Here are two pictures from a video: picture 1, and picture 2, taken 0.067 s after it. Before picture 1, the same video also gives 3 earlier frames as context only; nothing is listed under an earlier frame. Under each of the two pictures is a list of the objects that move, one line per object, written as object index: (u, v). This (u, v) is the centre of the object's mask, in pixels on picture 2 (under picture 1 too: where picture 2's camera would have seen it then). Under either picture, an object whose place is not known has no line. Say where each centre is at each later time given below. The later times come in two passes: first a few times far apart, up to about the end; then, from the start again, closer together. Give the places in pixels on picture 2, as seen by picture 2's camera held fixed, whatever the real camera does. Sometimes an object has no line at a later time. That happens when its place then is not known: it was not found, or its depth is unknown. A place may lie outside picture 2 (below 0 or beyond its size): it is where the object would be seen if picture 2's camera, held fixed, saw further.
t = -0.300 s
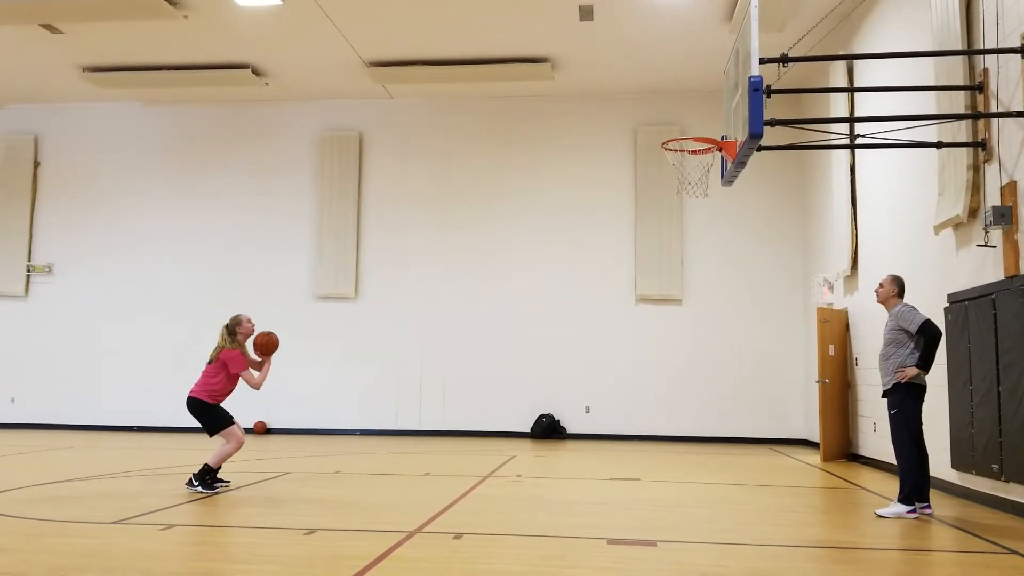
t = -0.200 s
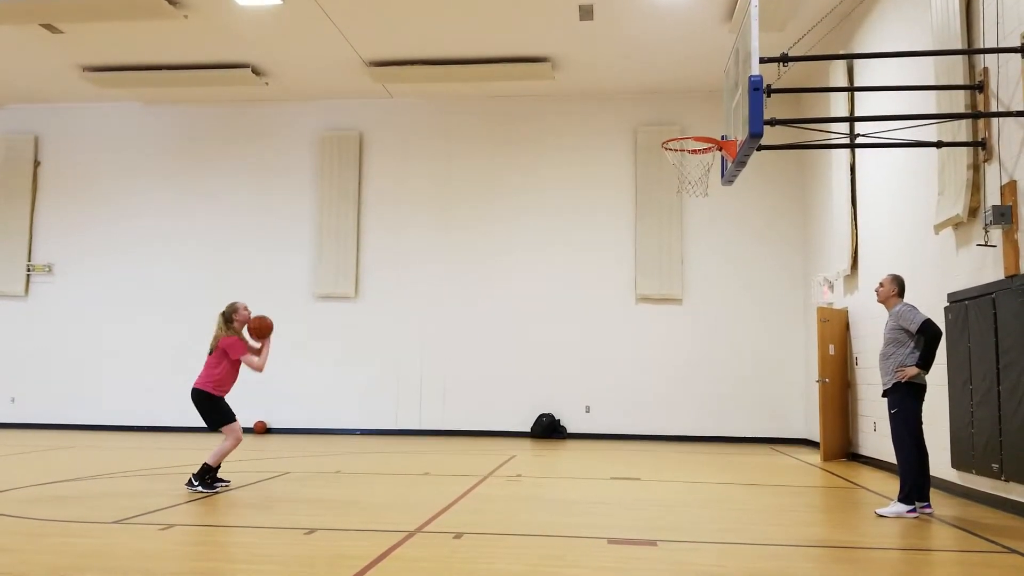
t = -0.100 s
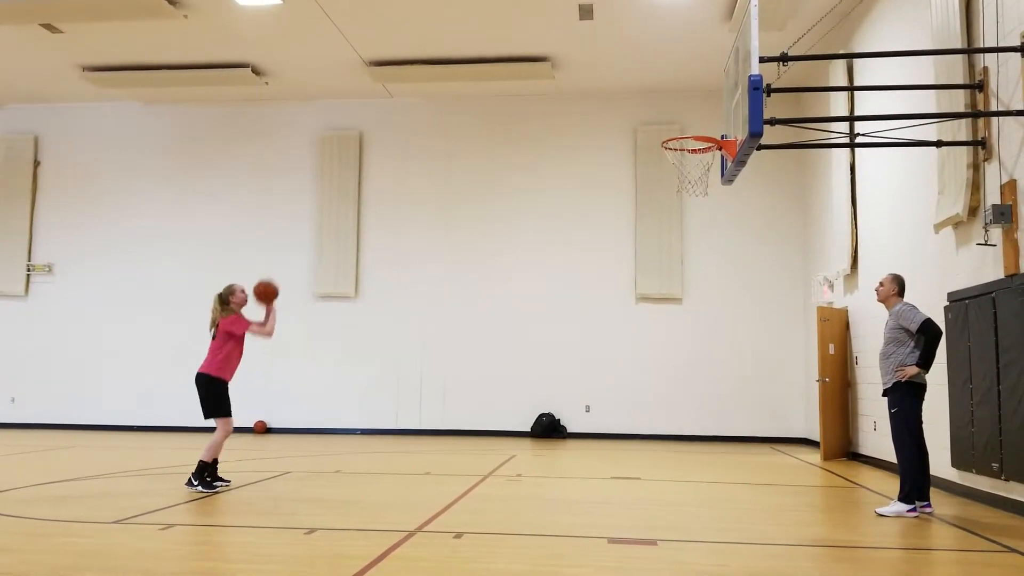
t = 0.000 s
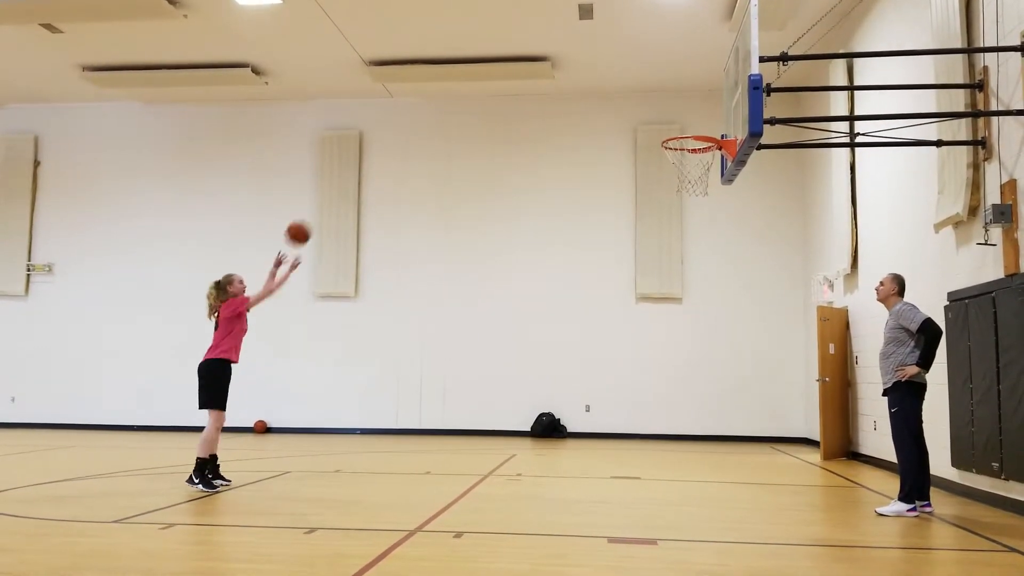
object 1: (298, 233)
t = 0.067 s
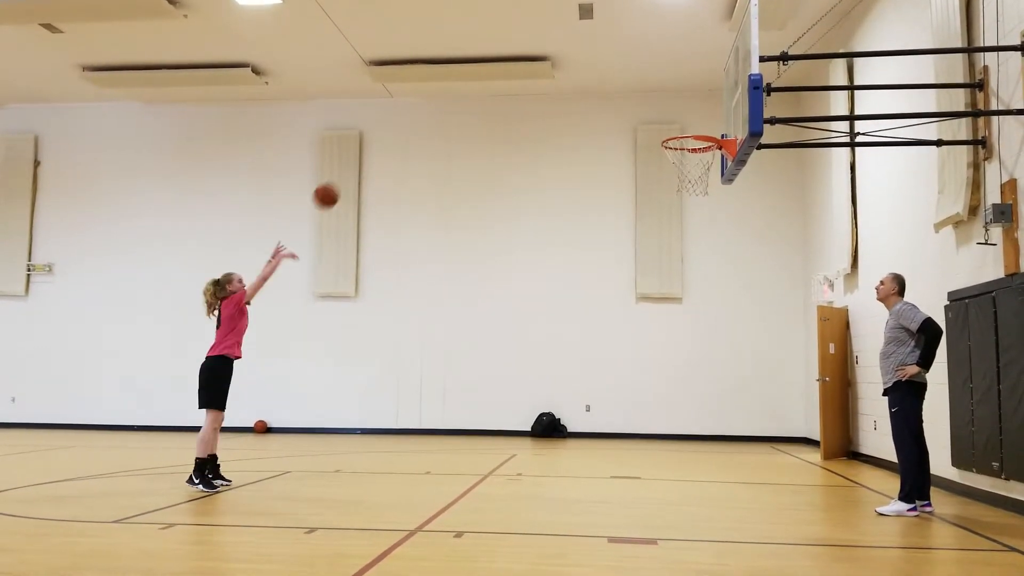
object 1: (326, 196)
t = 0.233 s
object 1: (394, 122)
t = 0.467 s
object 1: (490, 62)
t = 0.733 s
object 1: (602, 63)
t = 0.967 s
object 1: (706, 126)
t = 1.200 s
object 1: (663, 100)
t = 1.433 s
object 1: (625, 126)
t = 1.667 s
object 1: (591, 199)
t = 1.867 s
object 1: (566, 295)
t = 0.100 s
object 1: (339, 179)
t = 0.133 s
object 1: (353, 163)
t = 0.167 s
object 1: (367, 148)
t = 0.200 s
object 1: (380, 134)
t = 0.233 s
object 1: (394, 122)
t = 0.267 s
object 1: (408, 110)
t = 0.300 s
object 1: (421, 99)
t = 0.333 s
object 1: (435, 90)
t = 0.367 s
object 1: (448, 81)
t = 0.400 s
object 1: (462, 74)
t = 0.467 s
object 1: (490, 62)
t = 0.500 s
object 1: (504, 58)
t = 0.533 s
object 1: (518, 55)
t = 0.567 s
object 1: (532, 53)
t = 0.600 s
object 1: (545, 53)
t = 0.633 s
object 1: (559, 53)
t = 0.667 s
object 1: (574, 55)
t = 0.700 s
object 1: (588, 58)
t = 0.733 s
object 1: (602, 63)
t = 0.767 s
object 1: (617, 68)
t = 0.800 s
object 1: (631, 75)
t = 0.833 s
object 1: (646, 83)
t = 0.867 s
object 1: (661, 92)
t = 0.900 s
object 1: (675, 103)
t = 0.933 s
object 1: (690, 115)
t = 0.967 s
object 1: (706, 126)
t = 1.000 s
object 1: (702, 122)
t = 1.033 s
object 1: (695, 116)
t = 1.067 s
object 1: (688, 110)
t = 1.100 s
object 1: (682, 106)
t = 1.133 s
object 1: (675, 103)
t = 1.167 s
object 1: (669, 101)
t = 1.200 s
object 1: (663, 100)
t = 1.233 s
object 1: (658, 101)
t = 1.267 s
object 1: (652, 103)
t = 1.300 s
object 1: (646, 105)
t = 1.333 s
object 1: (641, 109)
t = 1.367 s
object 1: (635, 114)
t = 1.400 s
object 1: (630, 120)
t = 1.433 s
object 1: (625, 126)
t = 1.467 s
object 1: (620, 134)
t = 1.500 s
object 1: (615, 143)
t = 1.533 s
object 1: (610, 152)
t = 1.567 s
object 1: (605, 162)
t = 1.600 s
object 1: (600, 174)
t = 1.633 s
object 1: (595, 186)
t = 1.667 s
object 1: (591, 199)
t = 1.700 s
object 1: (587, 213)
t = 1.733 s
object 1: (582, 228)
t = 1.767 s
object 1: (578, 244)
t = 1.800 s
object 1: (574, 260)
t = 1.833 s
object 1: (570, 277)
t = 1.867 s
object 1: (566, 295)
